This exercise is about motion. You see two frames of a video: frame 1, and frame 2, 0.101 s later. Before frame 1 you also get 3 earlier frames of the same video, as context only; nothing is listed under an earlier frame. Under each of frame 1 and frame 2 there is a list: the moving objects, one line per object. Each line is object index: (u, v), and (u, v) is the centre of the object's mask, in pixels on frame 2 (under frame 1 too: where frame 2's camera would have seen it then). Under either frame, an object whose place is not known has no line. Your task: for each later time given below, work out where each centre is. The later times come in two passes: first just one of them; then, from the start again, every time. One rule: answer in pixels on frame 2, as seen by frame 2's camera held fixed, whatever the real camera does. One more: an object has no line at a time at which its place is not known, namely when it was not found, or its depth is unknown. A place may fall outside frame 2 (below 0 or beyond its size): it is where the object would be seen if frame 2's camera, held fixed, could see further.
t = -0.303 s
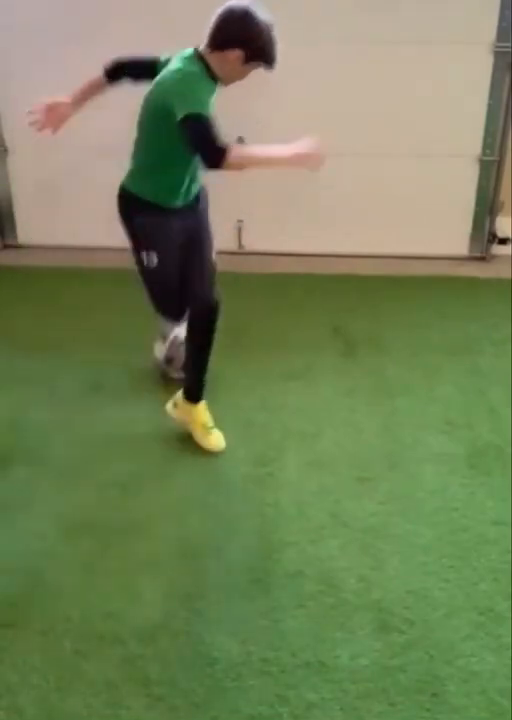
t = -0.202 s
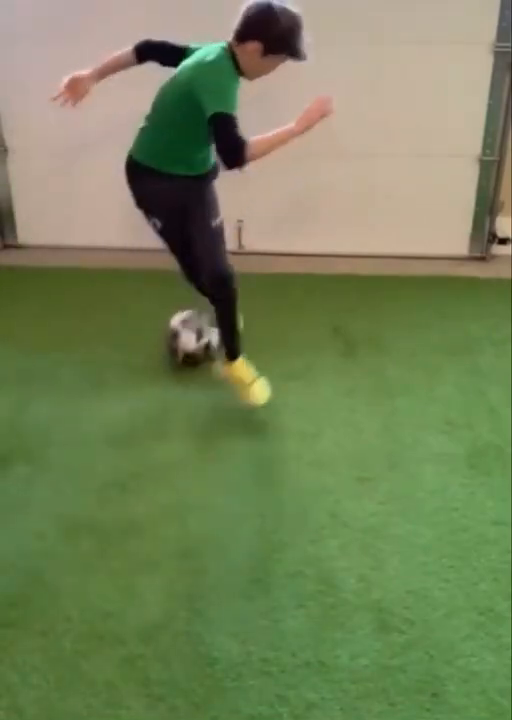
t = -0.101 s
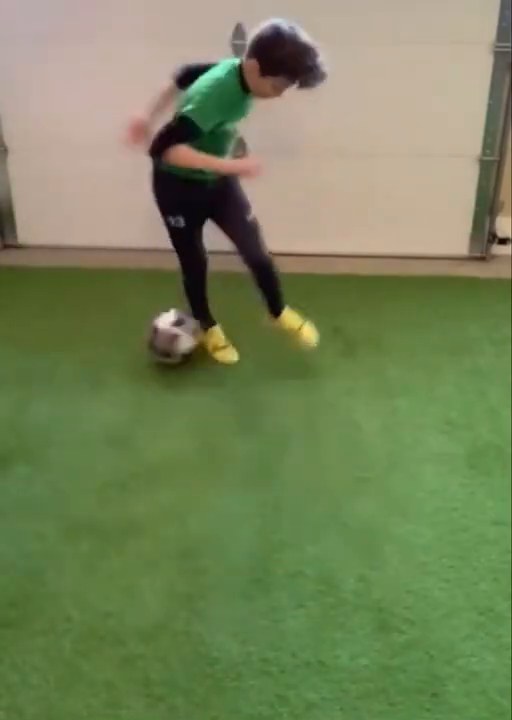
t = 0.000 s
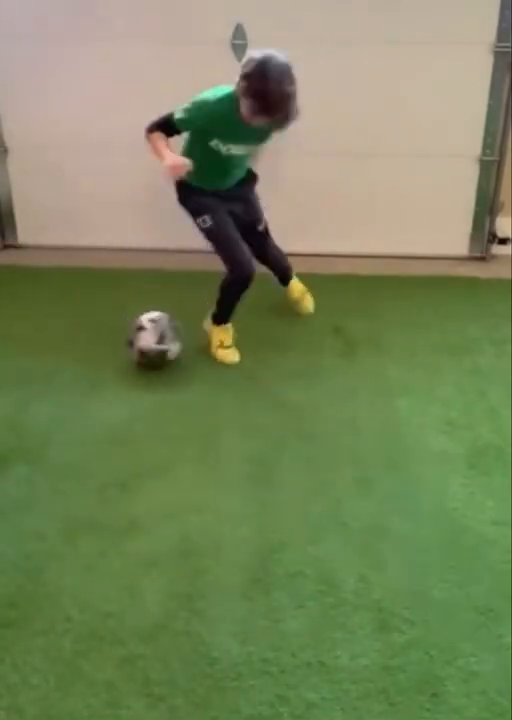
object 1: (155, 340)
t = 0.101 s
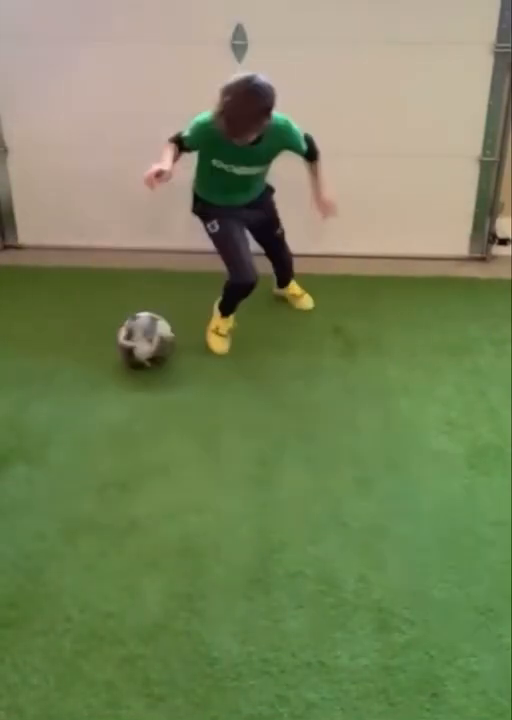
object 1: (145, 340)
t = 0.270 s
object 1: (132, 337)
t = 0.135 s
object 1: (142, 340)
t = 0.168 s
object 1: (139, 339)
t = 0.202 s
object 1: (136, 338)
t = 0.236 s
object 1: (133, 338)
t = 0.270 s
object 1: (132, 337)
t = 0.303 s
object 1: (129, 337)
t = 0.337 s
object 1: (127, 337)
